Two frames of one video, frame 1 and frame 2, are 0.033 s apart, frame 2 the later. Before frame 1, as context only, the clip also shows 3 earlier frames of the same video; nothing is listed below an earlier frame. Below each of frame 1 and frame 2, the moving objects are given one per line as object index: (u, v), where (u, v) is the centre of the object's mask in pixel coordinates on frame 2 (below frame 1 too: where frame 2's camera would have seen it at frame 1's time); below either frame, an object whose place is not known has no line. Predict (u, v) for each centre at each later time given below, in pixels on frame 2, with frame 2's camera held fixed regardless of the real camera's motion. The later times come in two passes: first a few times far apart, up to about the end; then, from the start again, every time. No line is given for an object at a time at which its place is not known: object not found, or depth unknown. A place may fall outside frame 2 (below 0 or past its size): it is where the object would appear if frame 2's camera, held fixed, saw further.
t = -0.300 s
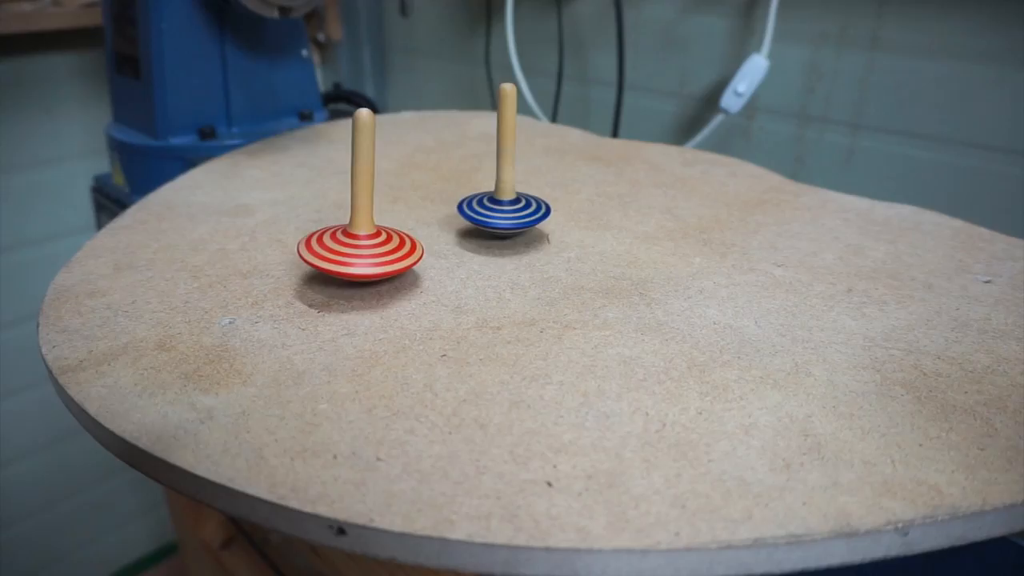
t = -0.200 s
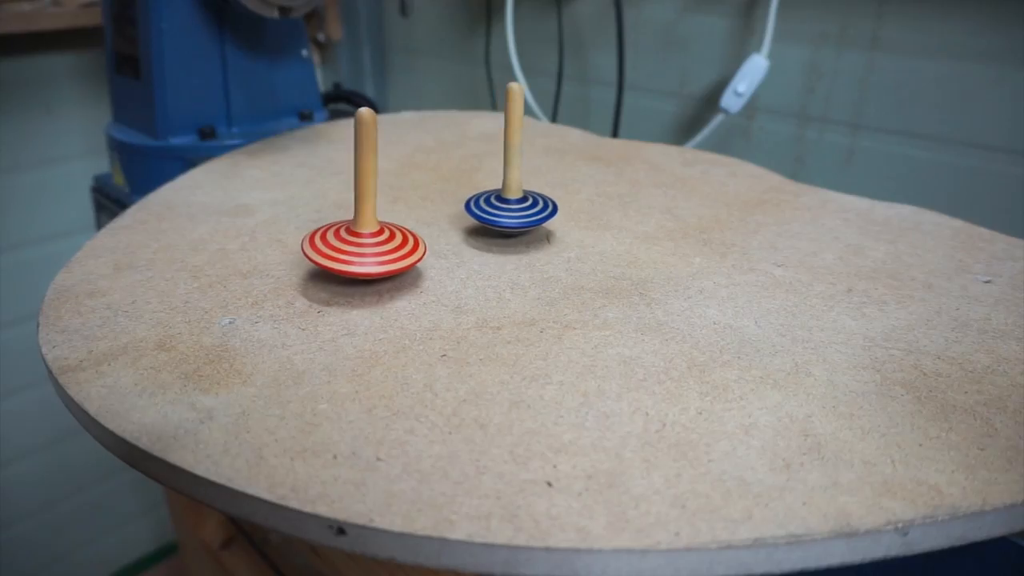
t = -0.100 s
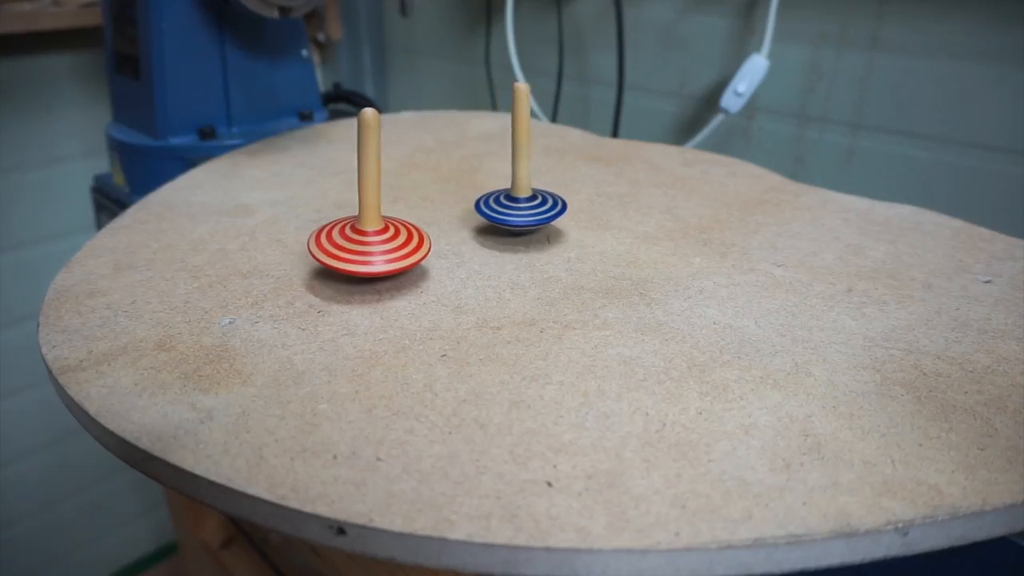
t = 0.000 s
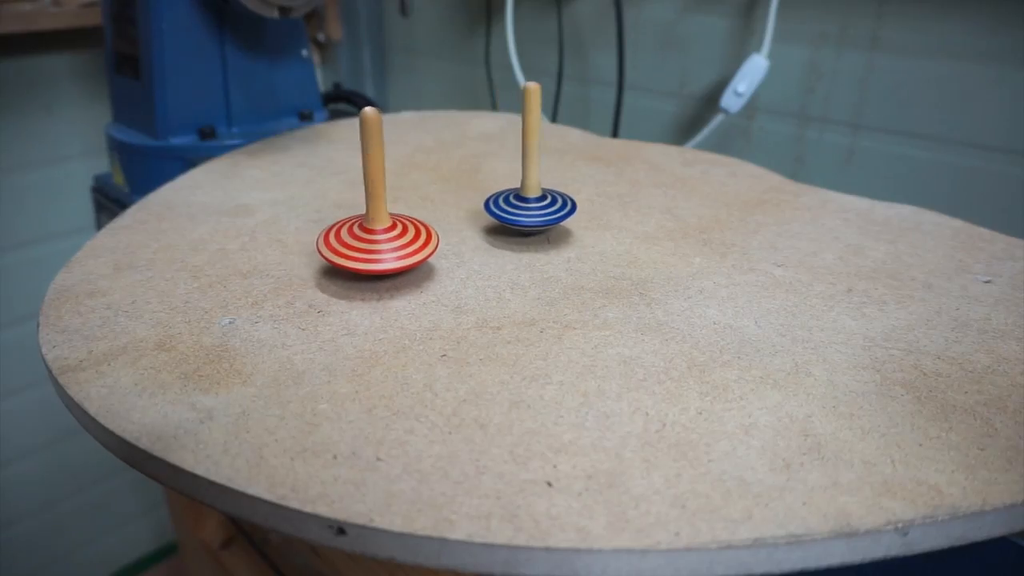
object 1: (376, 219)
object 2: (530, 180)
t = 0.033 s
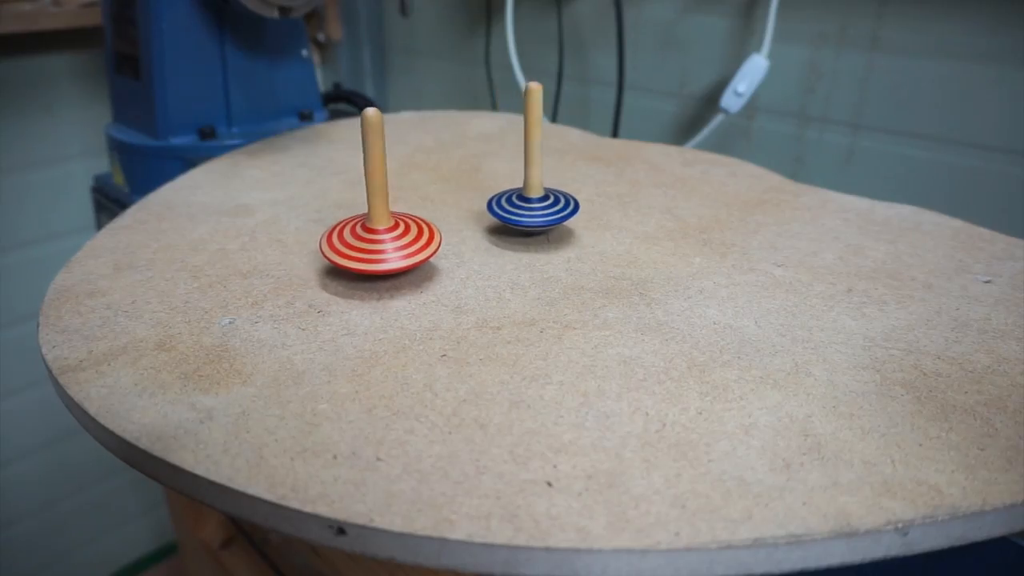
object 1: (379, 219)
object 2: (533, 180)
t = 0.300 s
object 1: (399, 219)
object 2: (554, 183)
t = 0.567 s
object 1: (407, 223)
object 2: (562, 186)
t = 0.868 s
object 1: (398, 228)
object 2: (558, 189)
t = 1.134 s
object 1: (387, 228)
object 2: (553, 187)
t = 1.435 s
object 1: (393, 223)
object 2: (561, 183)
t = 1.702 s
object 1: (409, 221)
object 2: (581, 182)
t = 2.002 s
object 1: (426, 223)
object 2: (604, 183)
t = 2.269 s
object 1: (428, 227)
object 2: (611, 186)
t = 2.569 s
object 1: (417, 229)
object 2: (610, 187)
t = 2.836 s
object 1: (415, 227)
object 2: (611, 184)
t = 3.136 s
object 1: (430, 224)
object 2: (623, 181)
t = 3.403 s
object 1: (444, 224)
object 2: (639, 181)
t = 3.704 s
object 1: (453, 227)
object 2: (652, 183)
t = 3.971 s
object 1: (450, 230)
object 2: (655, 183)
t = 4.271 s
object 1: (448, 230)
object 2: (659, 182)
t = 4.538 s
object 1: (456, 228)
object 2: (668, 182)
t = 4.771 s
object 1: (468, 227)
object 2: (682, 183)
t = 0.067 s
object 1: (381, 220)
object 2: (535, 181)
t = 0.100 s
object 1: (384, 219)
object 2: (538, 180)
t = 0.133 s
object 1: (386, 219)
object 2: (541, 180)
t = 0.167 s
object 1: (389, 219)
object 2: (544, 181)
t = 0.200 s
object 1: (391, 219)
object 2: (547, 181)
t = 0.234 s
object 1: (394, 219)
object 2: (549, 182)
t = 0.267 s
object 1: (396, 219)
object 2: (552, 182)
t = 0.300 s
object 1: (399, 219)
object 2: (554, 183)
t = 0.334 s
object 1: (401, 219)
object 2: (556, 183)
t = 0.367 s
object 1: (402, 219)
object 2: (557, 184)
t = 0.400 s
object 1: (404, 220)
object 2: (559, 183)
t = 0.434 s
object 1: (405, 221)
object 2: (561, 184)
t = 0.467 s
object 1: (406, 221)
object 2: (562, 185)
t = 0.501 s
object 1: (407, 221)
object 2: (562, 185)
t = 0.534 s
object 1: (407, 222)
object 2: (562, 186)
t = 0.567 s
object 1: (407, 223)
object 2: (562, 186)
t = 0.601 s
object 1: (408, 224)
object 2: (562, 187)
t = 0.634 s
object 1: (407, 225)
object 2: (562, 188)
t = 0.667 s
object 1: (407, 225)
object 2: (562, 188)
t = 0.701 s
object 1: (405, 225)
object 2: (561, 188)
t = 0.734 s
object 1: (405, 227)
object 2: (561, 189)
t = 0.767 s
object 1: (404, 228)
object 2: (560, 189)
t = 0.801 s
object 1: (402, 228)
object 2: (559, 189)
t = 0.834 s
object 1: (400, 228)
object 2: (559, 189)
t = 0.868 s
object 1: (398, 228)
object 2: (558, 189)
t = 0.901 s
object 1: (397, 229)
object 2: (557, 188)
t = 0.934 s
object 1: (396, 229)
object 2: (556, 189)
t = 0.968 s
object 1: (394, 229)
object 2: (555, 189)
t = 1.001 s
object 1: (391, 229)
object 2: (554, 188)
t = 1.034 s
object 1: (390, 228)
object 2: (554, 188)
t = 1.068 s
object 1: (389, 229)
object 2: (553, 187)
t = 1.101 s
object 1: (388, 228)
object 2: (553, 187)
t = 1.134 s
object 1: (387, 228)
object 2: (553, 187)
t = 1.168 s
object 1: (387, 227)
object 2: (553, 186)
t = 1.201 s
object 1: (386, 227)
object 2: (554, 186)
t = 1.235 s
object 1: (386, 227)
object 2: (554, 185)
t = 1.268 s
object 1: (387, 226)
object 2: (555, 185)
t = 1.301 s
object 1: (387, 225)
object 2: (556, 185)
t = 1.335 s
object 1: (388, 225)
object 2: (557, 184)
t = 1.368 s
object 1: (389, 224)
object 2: (558, 183)
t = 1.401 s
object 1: (391, 223)
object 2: (560, 183)
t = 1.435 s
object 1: (393, 223)
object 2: (561, 183)
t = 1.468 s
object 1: (394, 222)
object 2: (563, 182)
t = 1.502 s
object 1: (396, 223)
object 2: (566, 182)
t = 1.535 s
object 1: (399, 223)
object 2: (568, 182)
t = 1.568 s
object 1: (401, 222)
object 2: (571, 182)
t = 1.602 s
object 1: (402, 221)
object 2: (573, 181)
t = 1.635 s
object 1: (405, 222)
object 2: (576, 181)
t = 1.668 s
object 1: (407, 222)
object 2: (579, 182)
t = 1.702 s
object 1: (409, 221)
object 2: (581, 182)
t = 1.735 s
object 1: (412, 221)
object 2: (584, 181)
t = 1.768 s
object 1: (414, 221)
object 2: (587, 181)
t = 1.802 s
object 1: (416, 222)
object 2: (589, 182)
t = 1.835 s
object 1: (419, 221)
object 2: (592, 182)
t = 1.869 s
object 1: (421, 221)
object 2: (594, 182)
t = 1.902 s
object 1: (422, 222)
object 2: (597, 182)
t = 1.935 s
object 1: (423, 223)
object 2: (600, 182)
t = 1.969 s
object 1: (425, 222)
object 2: (602, 183)
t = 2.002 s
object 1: (426, 223)
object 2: (604, 183)
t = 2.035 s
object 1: (427, 223)
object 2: (606, 184)
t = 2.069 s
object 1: (428, 225)
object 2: (607, 184)
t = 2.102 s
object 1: (428, 225)
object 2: (608, 184)
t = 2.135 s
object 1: (429, 225)
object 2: (610, 184)
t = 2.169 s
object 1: (429, 225)
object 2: (610, 185)
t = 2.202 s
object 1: (428, 226)
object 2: (611, 184)
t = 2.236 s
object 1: (428, 227)
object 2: (611, 185)
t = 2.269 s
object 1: (428, 227)
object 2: (611, 186)
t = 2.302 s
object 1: (426, 227)
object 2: (611, 186)
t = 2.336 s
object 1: (425, 228)
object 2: (612, 186)
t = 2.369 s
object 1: (425, 229)
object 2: (612, 187)
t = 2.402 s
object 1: (423, 229)
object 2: (612, 187)
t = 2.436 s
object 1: (421, 229)
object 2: (611, 187)
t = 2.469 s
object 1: (420, 230)
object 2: (611, 187)
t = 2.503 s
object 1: (419, 230)
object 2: (610, 187)
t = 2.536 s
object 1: (418, 229)
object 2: (610, 187)
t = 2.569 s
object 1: (417, 229)
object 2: (610, 187)
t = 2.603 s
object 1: (416, 230)
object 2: (610, 186)
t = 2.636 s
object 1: (415, 228)
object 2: (610, 186)
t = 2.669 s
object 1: (416, 228)
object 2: (609, 186)
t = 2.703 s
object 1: (415, 229)
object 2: (609, 186)
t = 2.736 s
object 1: (414, 228)
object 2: (609, 186)
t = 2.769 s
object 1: (415, 227)
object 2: (609, 185)
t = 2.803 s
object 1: (416, 227)
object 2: (610, 185)
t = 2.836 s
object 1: (415, 227)
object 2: (611, 184)
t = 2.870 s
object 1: (416, 226)
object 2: (611, 184)
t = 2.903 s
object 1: (418, 226)
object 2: (612, 183)
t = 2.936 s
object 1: (419, 225)
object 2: (613, 183)
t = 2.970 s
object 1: (420, 225)
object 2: (615, 183)
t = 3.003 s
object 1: (422, 225)
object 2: (616, 182)
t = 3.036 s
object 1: (424, 224)
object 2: (617, 182)
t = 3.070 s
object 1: (426, 224)
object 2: (619, 181)
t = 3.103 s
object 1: (427, 224)
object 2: (621, 181)
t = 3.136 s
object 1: (430, 224)
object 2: (623, 181)
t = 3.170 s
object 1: (432, 223)
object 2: (624, 180)
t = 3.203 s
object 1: (433, 223)
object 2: (626, 180)
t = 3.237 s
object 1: (435, 224)
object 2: (629, 180)
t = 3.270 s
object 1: (437, 223)
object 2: (631, 180)
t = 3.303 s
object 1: (439, 223)
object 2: (632, 180)
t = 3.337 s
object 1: (440, 223)
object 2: (635, 180)
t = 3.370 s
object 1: (442, 224)
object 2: (637, 181)
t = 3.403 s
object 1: (444, 224)
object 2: (639, 181)
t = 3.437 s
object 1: (445, 224)
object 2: (641, 181)
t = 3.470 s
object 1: (447, 224)
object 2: (643, 181)
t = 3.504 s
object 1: (449, 225)
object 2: (644, 181)
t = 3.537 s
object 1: (450, 225)
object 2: (646, 181)
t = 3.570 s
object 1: (450, 225)
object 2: (647, 182)
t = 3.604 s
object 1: (452, 225)
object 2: (648, 182)
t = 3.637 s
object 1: (453, 226)
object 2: (649, 182)
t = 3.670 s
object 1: (453, 226)
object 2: (651, 183)
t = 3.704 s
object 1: (453, 227)
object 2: (652, 183)
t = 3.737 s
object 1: (453, 228)
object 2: (652, 183)
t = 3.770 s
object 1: (453, 228)
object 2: (653, 183)
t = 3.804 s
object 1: (453, 228)
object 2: (653, 183)
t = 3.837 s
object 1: (453, 229)
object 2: (653, 183)
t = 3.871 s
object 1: (452, 229)
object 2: (654, 183)
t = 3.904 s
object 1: (451, 229)
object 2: (654, 183)
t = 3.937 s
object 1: (451, 230)
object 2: (654, 183)
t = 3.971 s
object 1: (450, 230)
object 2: (655, 183)
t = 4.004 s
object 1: (450, 231)
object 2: (655, 183)
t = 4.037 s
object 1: (448, 231)
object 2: (655, 183)
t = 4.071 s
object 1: (448, 231)
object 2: (656, 183)
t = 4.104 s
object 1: (449, 231)
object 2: (656, 183)
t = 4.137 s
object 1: (448, 231)
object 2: (656, 183)
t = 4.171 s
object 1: (447, 231)
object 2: (657, 182)
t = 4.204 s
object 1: (447, 230)
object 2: (657, 182)
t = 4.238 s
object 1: (448, 230)
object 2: (658, 182)
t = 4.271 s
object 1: (448, 230)
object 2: (659, 182)
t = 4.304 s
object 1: (448, 231)
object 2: (660, 182)
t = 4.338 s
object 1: (449, 229)
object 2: (661, 181)
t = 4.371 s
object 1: (450, 229)
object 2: (662, 181)
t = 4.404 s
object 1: (450, 230)
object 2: (663, 181)
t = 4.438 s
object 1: (452, 229)
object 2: (665, 180)
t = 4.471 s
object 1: (453, 228)
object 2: (668, 182)
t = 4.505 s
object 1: (454, 228)
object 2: (668, 183)
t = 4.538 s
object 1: (456, 228)
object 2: (668, 182)
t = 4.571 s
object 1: (458, 228)
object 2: (671, 180)
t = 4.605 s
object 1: (459, 228)
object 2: (673, 182)
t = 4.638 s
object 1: (461, 227)
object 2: (675, 181)
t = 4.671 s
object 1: (463, 228)
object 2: (677, 182)
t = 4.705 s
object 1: (464, 228)
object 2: (679, 183)
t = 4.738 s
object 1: (466, 228)
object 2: (681, 182)
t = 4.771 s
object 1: (468, 227)
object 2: (682, 183)
